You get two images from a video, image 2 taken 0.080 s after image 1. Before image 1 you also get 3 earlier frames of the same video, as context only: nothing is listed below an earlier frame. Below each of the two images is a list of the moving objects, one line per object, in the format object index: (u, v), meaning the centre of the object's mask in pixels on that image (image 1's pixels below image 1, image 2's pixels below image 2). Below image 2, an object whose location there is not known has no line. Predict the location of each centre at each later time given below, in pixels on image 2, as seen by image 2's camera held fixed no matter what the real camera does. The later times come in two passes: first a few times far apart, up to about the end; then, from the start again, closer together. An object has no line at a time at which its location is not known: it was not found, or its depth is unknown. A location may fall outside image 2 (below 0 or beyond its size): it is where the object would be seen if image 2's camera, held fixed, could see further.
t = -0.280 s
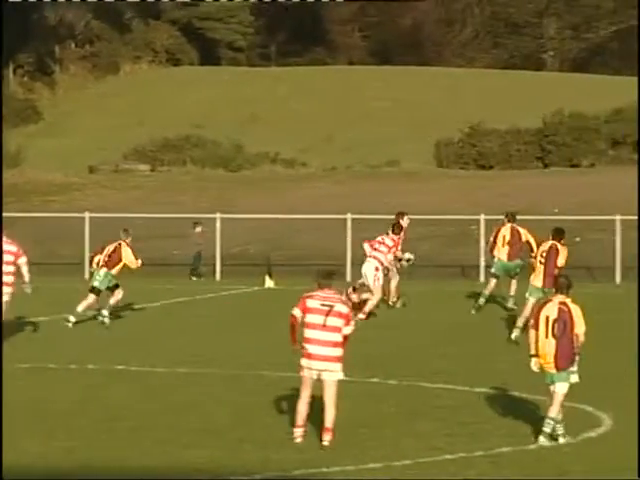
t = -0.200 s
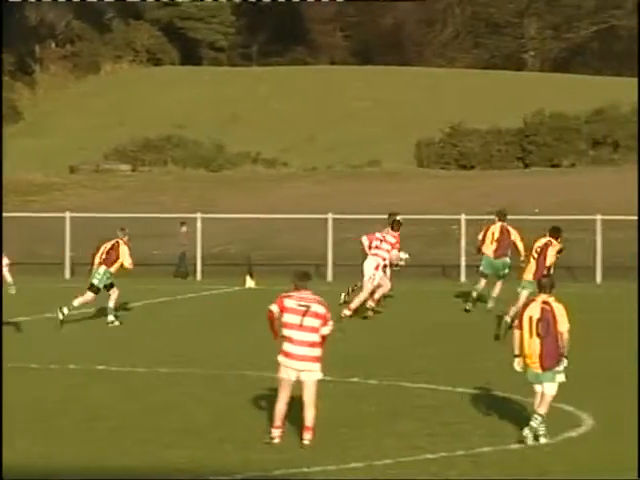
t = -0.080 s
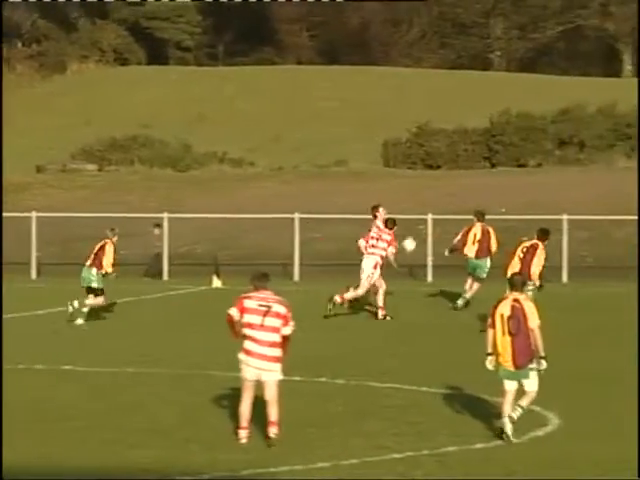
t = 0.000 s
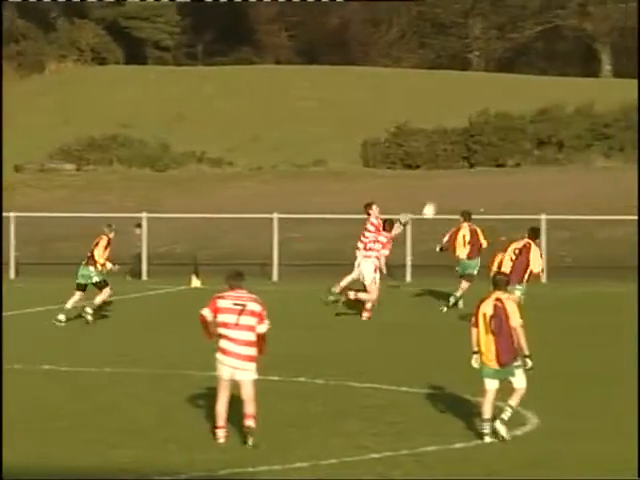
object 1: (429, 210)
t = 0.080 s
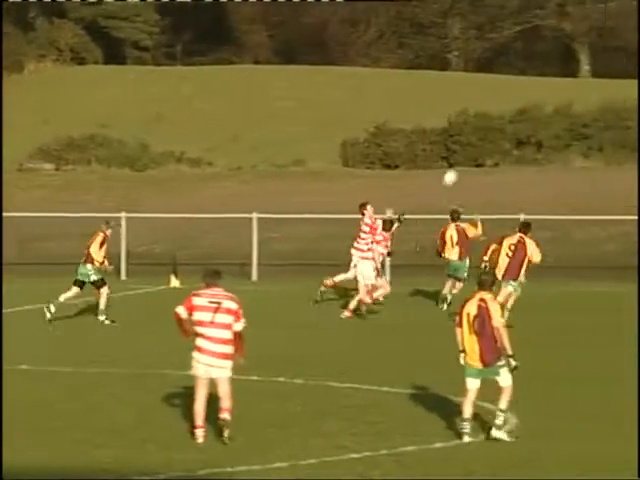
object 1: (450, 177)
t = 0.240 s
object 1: (533, 123)
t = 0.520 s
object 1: (680, 61)
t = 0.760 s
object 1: (809, 45)
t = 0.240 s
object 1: (533, 123)
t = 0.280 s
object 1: (554, 111)
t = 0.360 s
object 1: (596, 91)
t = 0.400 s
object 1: (617, 81)
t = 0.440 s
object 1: (638, 73)
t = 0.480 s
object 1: (659, 68)
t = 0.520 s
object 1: (680, 61)
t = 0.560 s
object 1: (701, 56)
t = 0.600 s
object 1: (723, 52)
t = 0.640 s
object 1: (744, 49)
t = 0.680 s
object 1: (766, 47)
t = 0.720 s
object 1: (787, 46)
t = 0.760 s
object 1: (809, 45)
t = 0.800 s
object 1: (831, 47)
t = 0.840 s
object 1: (854, 49)
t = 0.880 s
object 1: (876, 52)
